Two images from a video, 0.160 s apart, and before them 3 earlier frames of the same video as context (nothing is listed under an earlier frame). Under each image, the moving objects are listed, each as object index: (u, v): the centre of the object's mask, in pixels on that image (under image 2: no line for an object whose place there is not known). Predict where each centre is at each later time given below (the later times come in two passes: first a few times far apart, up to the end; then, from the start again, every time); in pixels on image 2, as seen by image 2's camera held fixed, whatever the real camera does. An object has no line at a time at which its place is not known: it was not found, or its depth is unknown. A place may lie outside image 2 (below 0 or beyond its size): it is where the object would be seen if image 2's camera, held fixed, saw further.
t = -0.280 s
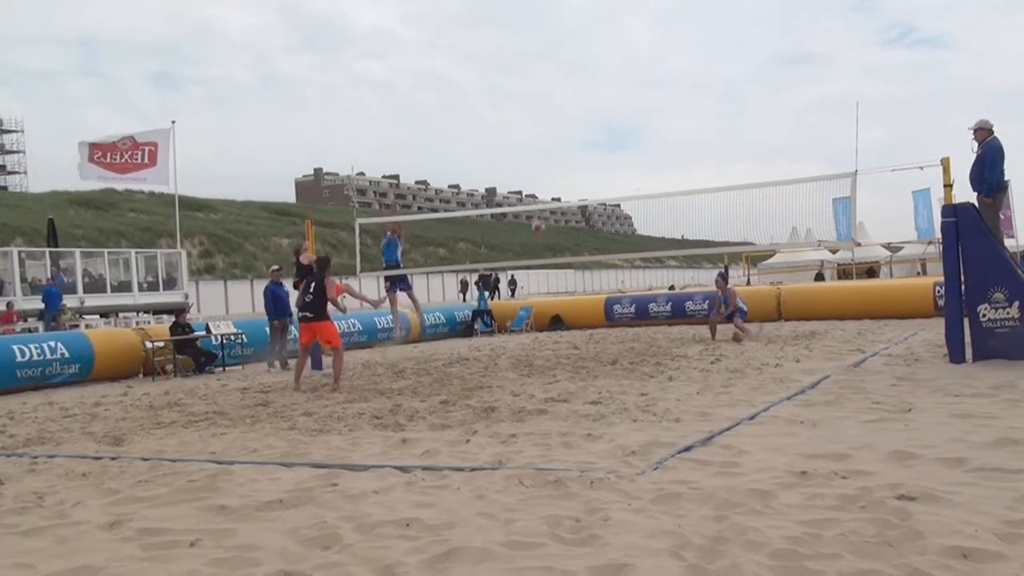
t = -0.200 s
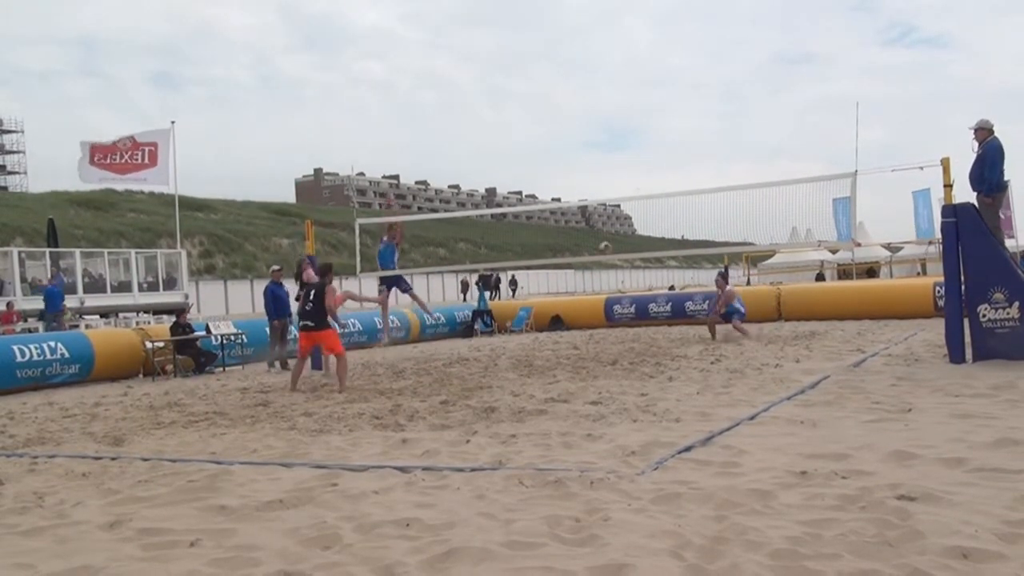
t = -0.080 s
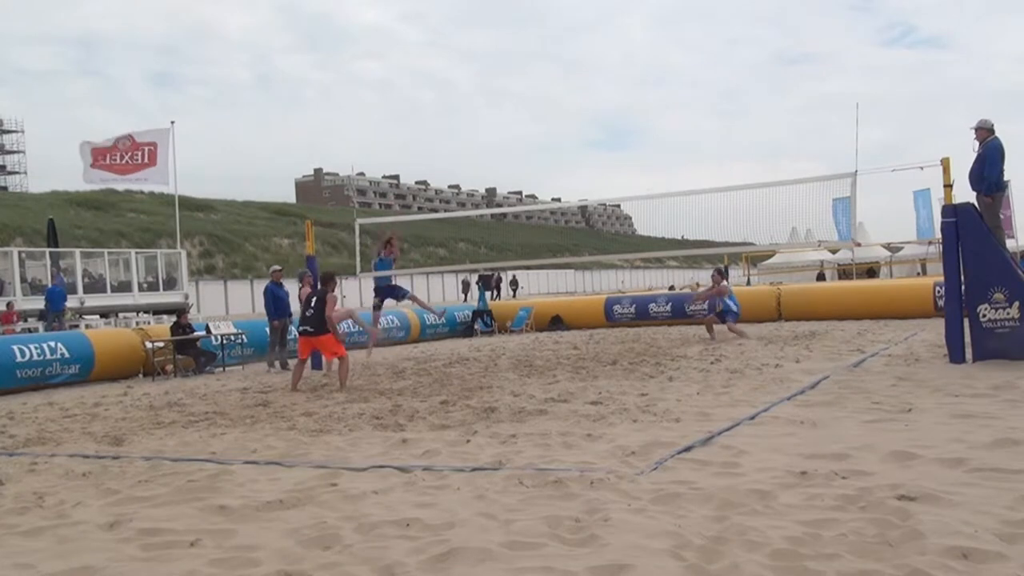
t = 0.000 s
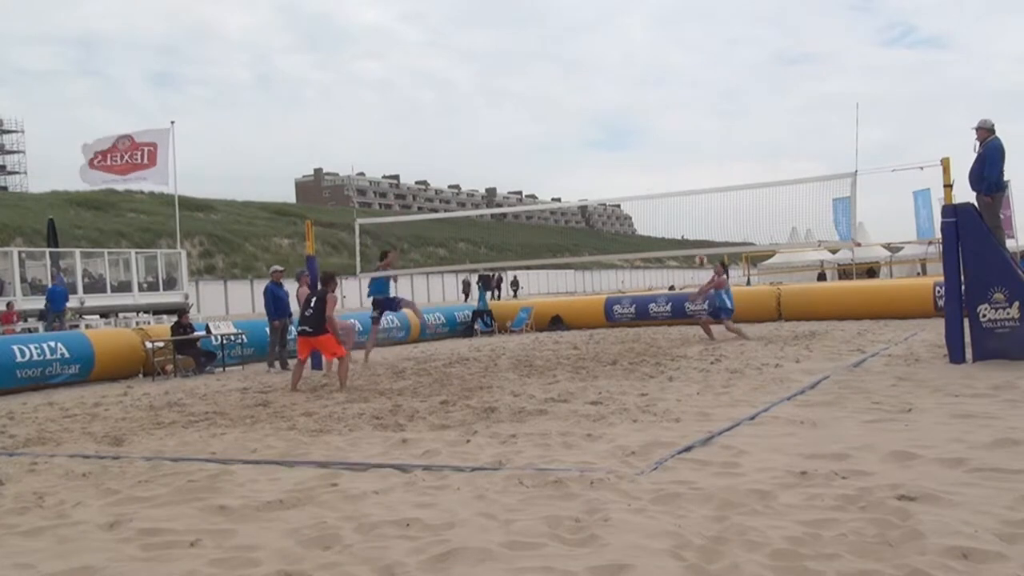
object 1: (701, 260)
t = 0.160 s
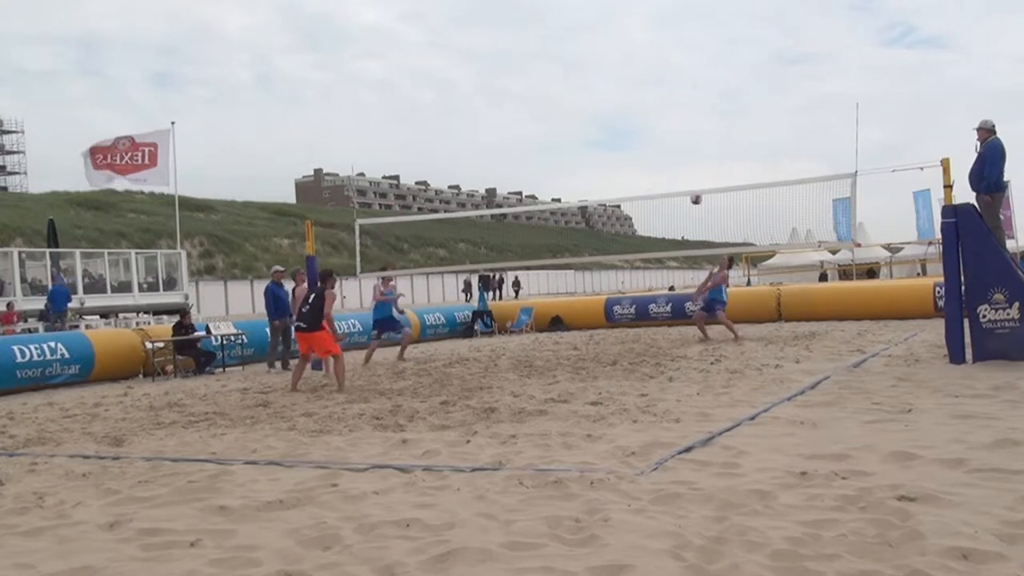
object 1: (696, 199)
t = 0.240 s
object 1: (694, 173)
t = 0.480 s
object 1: (688, 116)
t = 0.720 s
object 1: (681, 91)
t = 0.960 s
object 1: (673, 103)
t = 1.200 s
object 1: (663, 150)
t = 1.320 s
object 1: (655, 189)
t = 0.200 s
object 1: (694, 186)
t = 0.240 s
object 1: (694, 173)
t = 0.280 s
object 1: (693, 161)
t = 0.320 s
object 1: (692, 150)
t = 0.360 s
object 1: (690, 140)
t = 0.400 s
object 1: (689, 131)
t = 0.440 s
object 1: (689, 123)
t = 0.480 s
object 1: (688, 116)
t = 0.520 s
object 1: (686, 109)
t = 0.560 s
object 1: (685, 104)
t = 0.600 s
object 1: (684, 100)
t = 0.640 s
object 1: (683, 96)
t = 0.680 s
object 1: (682, 93)
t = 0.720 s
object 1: (681, 91)
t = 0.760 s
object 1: (680, 91)
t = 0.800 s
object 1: (678, 91)
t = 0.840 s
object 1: (677, 92)
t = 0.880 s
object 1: (676, 95)
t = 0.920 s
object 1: (674, 98)
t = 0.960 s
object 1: (673, 103)
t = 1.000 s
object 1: (671, 108)
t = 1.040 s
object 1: (670, 114)
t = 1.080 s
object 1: (668, 122)
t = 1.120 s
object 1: (666, 130)
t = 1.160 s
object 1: (664, 140)
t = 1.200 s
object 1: (663, 150)
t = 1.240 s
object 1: (660, 163)
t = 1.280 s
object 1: (658, 176)
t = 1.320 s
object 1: (655, 189)
